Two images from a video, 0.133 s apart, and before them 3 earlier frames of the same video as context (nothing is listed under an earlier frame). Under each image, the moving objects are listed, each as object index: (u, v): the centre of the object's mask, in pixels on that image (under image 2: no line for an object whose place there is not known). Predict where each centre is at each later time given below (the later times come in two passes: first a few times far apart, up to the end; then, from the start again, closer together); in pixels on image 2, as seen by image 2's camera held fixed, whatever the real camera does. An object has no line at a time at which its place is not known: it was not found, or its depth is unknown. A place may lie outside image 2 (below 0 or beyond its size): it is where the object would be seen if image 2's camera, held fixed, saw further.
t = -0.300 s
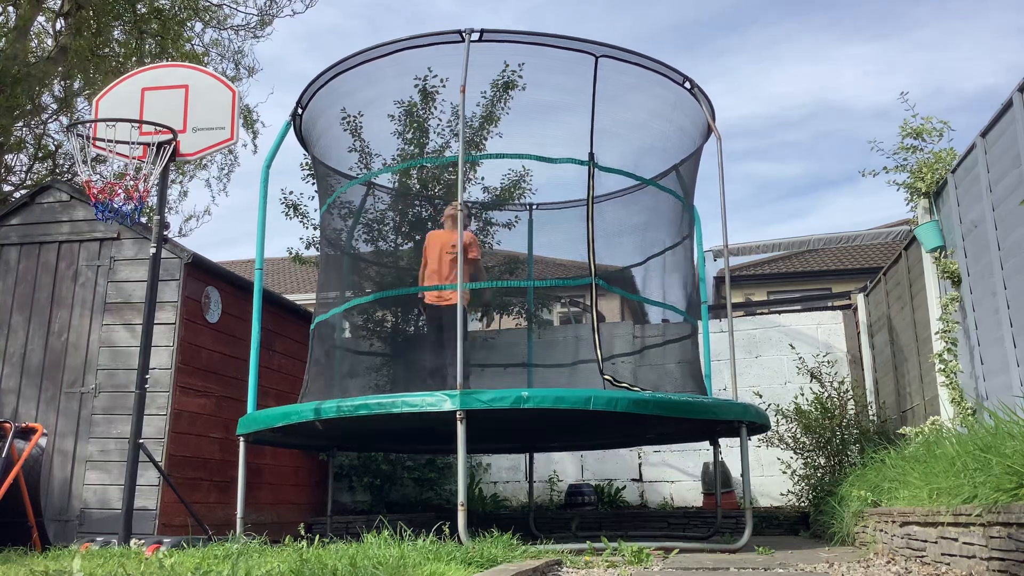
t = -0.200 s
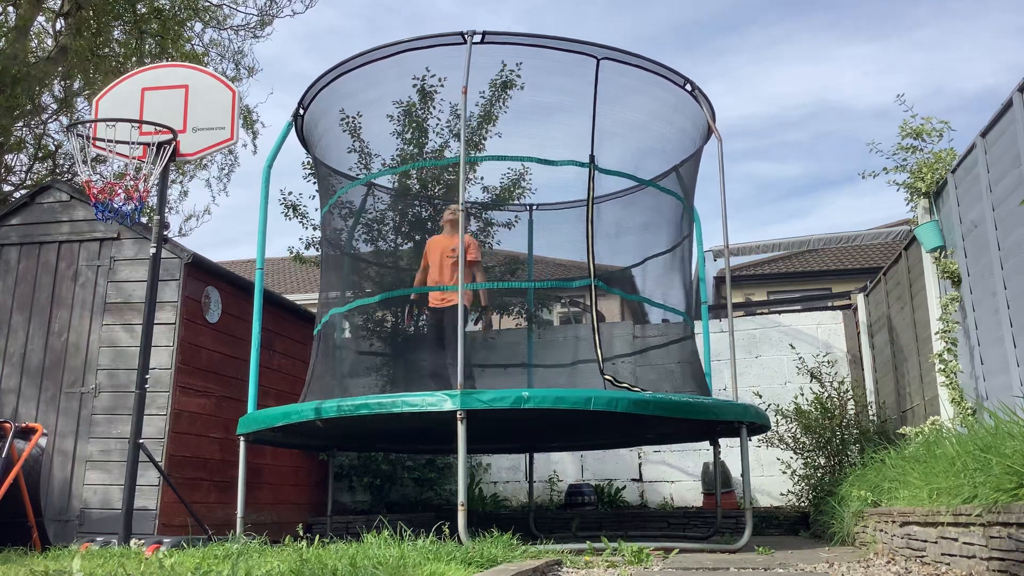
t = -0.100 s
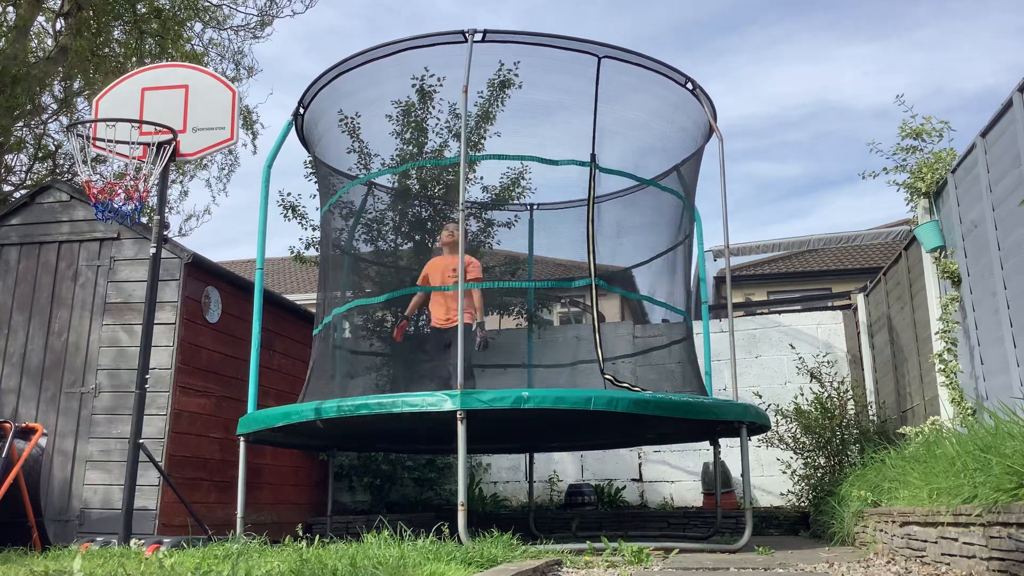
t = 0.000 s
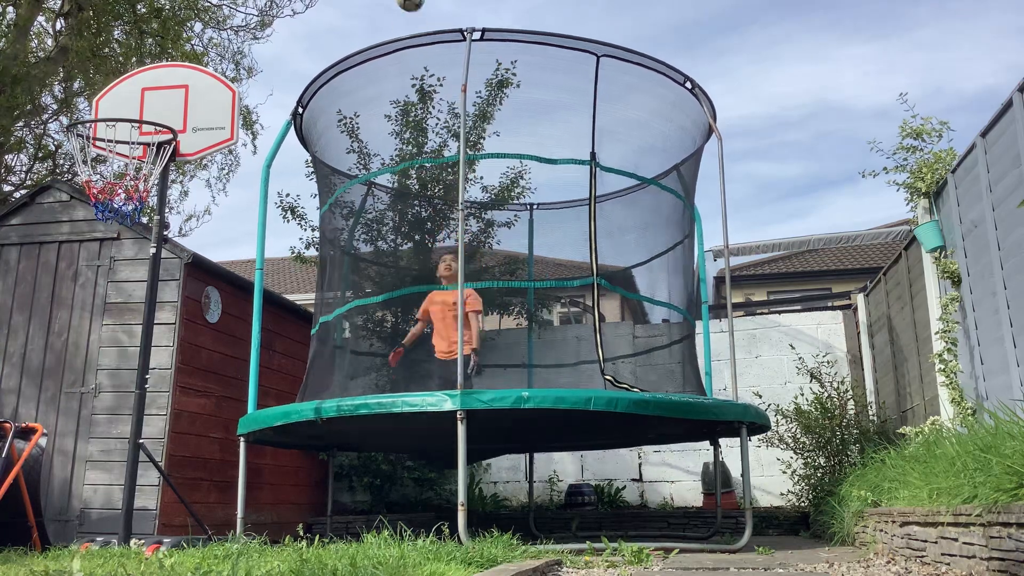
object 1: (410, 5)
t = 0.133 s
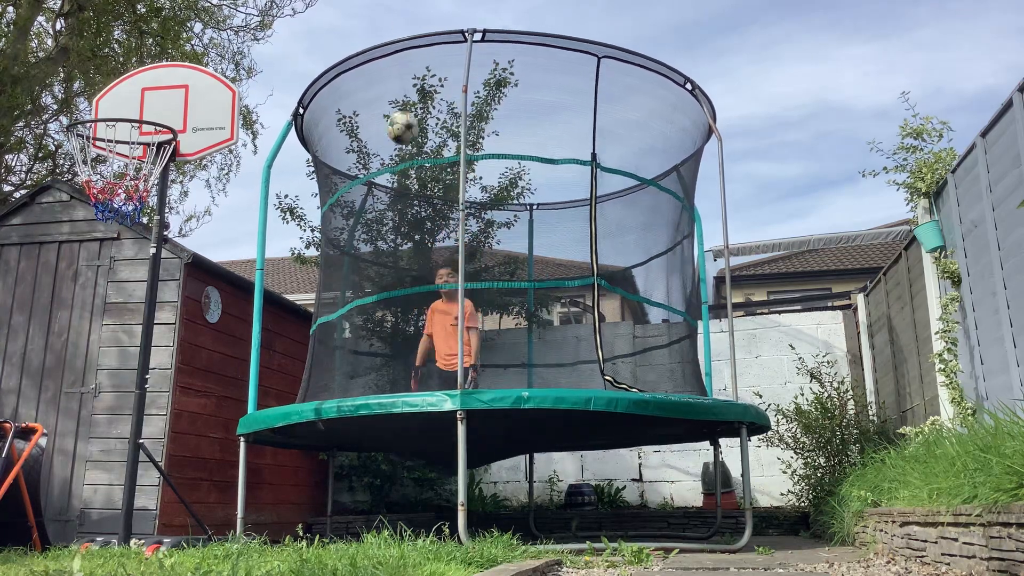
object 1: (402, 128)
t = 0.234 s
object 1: (394, 266)
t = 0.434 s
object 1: (377, 498)
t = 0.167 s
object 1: (400, 170)
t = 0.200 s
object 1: (397, 216)
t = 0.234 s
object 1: (394, 266)
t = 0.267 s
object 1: (391, 322)
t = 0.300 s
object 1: (388, 383)
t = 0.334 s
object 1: (384, 451)
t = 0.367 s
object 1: (379, 522)
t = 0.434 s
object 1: (377, 498)
